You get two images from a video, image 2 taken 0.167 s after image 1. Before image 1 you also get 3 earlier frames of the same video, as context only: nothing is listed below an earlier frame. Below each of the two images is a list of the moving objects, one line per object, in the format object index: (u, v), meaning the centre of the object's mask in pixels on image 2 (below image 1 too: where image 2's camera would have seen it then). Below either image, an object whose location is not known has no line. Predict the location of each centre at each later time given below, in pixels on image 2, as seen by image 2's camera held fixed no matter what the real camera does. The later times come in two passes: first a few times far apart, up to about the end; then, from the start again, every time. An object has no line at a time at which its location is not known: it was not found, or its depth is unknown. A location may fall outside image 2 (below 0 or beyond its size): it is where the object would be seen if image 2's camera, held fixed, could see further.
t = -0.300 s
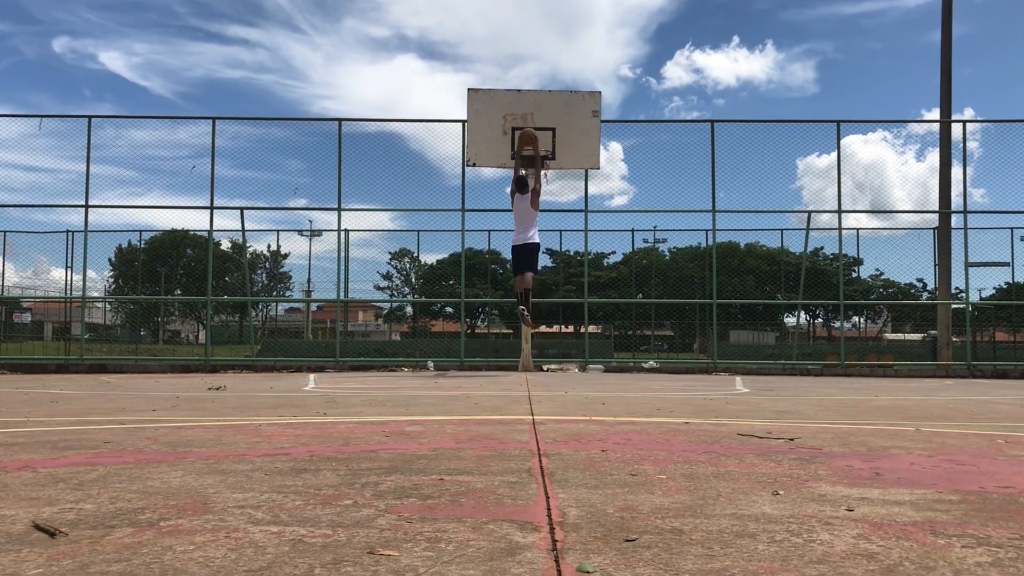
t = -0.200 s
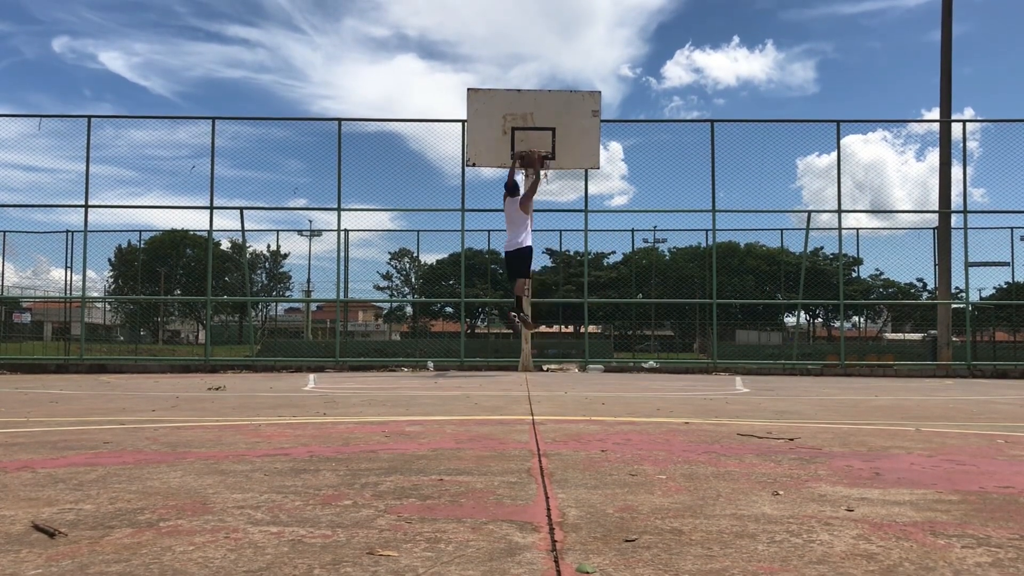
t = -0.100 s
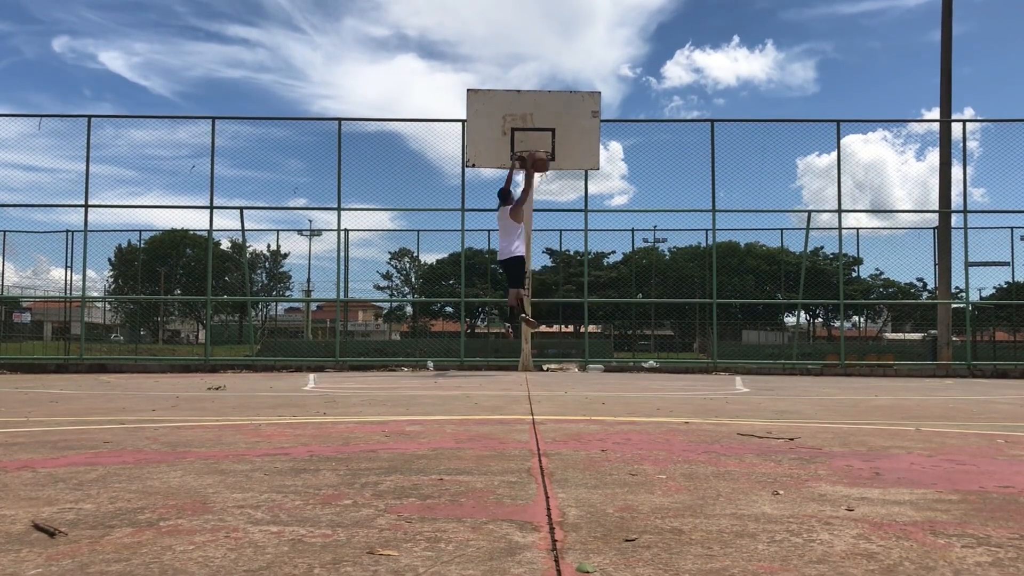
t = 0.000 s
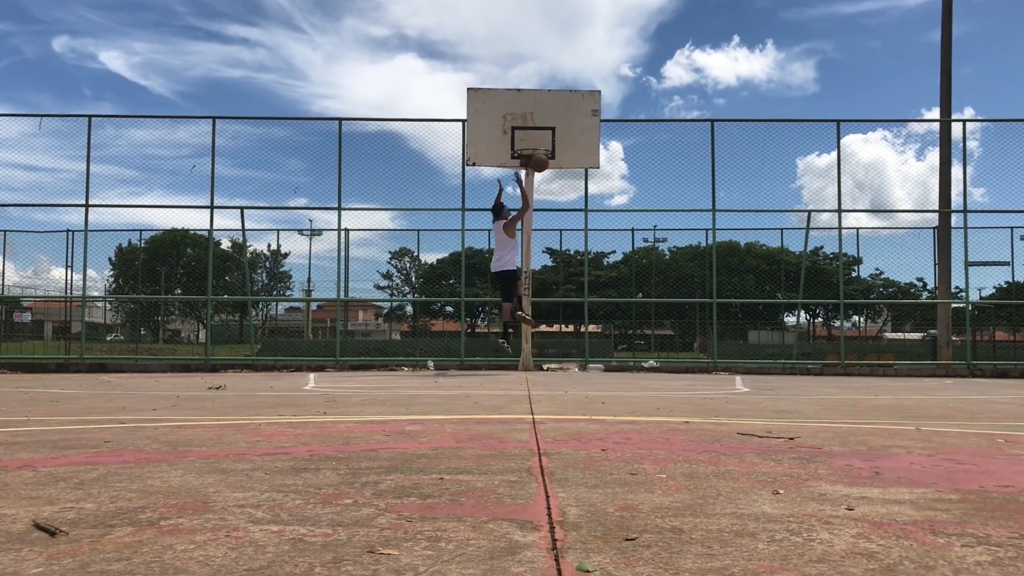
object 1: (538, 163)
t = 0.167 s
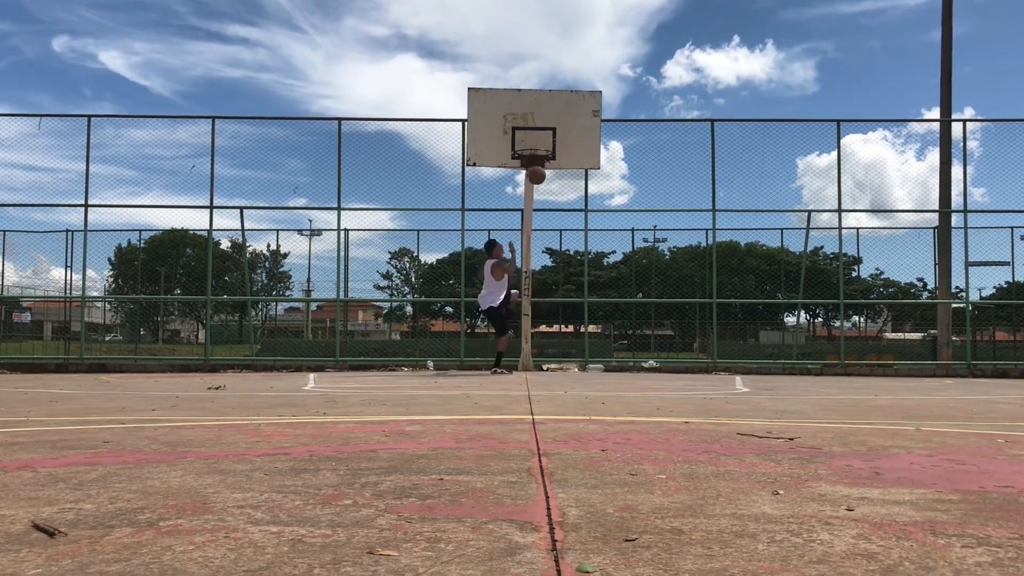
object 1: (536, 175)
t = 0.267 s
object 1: (535, 192)
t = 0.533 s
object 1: (530, 274)
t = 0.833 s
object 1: (526, 328)
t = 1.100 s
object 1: (523, 264)
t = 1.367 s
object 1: (520, 253)
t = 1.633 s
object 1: (517, 294)
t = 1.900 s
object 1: (515, 354)
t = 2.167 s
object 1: (515, 305)
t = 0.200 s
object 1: (536, 180)
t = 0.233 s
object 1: (536, 186)
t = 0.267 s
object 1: (535, 192)
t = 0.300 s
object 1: (534, 199)
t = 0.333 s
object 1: (533, 207)
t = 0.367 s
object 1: (533, 217)
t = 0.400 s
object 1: (532, 227)
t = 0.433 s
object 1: (532, 238)
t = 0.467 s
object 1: (531, 248)
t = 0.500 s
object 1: (531, 261)
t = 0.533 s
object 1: (530, 274)
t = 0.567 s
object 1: (529, 289)
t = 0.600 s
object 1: (529, 303)
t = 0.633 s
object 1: (528, 318)
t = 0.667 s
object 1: (528, 335)
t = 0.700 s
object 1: (527, 352)
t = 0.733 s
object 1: (528, 366)
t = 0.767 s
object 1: (527, 352)
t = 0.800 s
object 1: (526, 339)
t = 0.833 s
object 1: (526, 328)
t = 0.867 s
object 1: (526, 316)
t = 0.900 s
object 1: (525, 307)
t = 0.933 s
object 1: (525, 297)
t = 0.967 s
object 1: (524, 289)
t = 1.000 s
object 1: (524, 281)
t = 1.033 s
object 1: (524, 275)
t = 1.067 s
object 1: (524, 269)
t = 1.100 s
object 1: (523, 264)
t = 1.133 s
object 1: (522, 260)
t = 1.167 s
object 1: (522, 256)
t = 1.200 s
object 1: (522, 254)
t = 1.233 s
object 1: (521, 252)
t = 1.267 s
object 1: (521, 251)
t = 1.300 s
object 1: (521, 251)
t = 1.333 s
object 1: (520, 252)
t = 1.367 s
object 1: (520, 253)
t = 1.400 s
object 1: (520, 256)
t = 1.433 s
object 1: (520, 259)
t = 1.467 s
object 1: (519, 263)
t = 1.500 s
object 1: (519, 267)
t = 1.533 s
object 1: (519, 272)
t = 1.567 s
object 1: (518, 279)
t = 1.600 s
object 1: (518, 286)
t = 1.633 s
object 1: (517, 294)
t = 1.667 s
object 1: (518, 302)
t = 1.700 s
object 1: (516, 311)
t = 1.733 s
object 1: (516, 321)
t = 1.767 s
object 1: (516, 332)
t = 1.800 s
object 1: (516, 344)
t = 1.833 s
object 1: (515, 356)
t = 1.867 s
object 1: (516, 364)
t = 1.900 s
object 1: (515, 354)
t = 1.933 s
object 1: (515, 345)
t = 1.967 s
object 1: (515, 337)
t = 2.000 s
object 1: (515, 329)
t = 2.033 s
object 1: (514, 323)
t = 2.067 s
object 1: (515, 317)
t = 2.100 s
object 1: (515, 313)
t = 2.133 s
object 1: (514, 308)
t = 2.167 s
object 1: (515, 305)
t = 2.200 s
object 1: (515, 302)
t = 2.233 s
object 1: (515, 300)
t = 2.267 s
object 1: (515, 299)
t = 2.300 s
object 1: (515, 299)
